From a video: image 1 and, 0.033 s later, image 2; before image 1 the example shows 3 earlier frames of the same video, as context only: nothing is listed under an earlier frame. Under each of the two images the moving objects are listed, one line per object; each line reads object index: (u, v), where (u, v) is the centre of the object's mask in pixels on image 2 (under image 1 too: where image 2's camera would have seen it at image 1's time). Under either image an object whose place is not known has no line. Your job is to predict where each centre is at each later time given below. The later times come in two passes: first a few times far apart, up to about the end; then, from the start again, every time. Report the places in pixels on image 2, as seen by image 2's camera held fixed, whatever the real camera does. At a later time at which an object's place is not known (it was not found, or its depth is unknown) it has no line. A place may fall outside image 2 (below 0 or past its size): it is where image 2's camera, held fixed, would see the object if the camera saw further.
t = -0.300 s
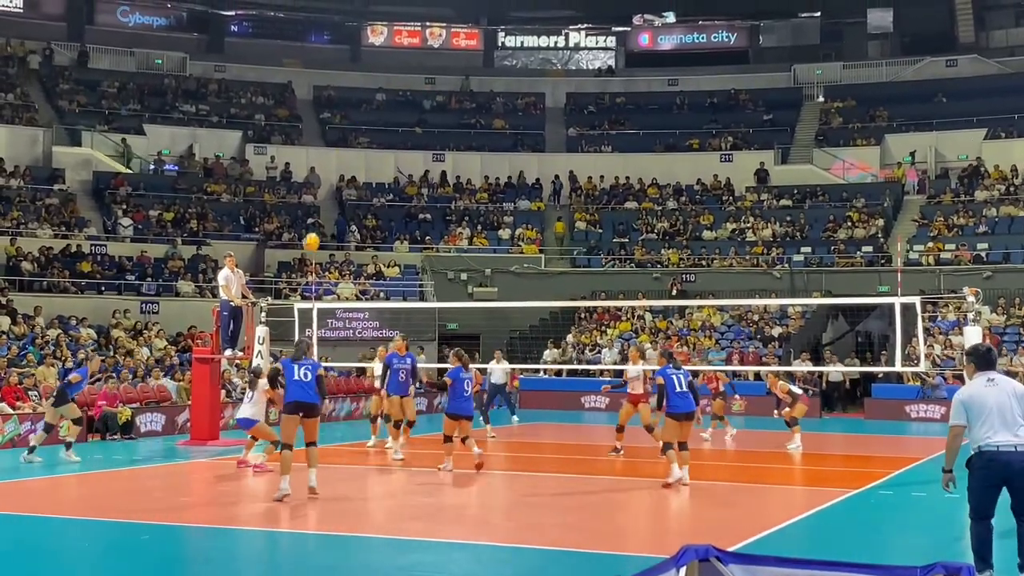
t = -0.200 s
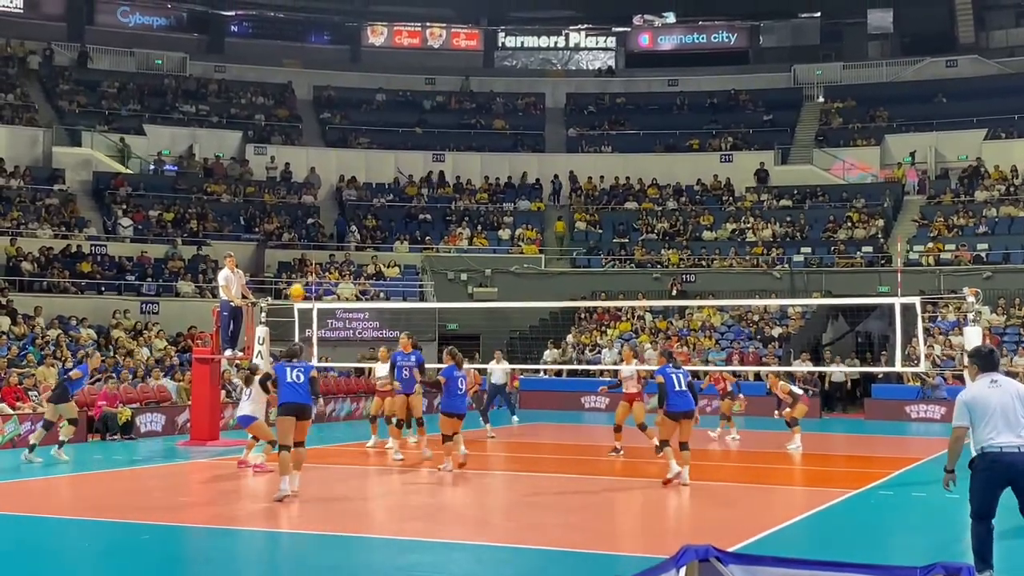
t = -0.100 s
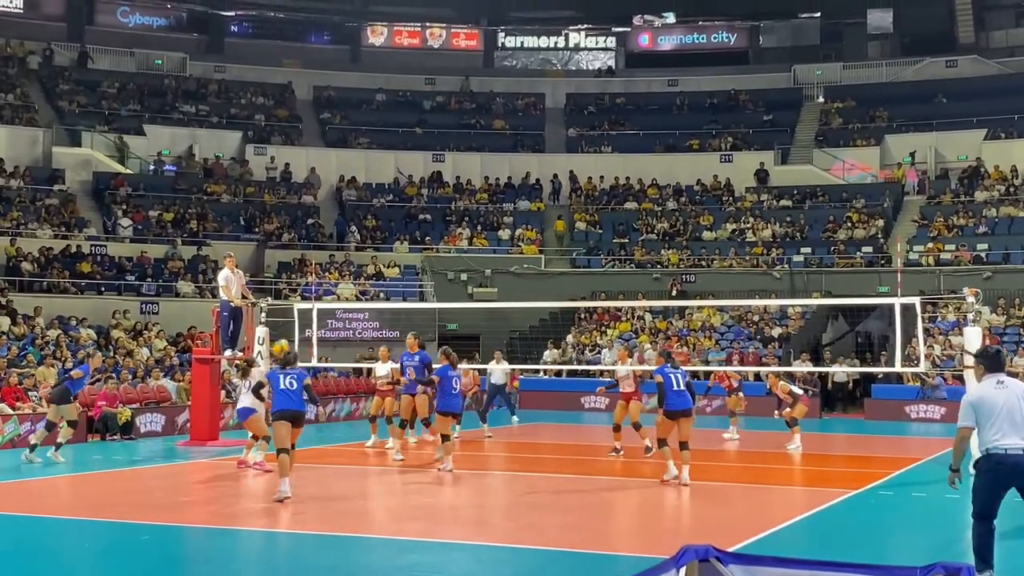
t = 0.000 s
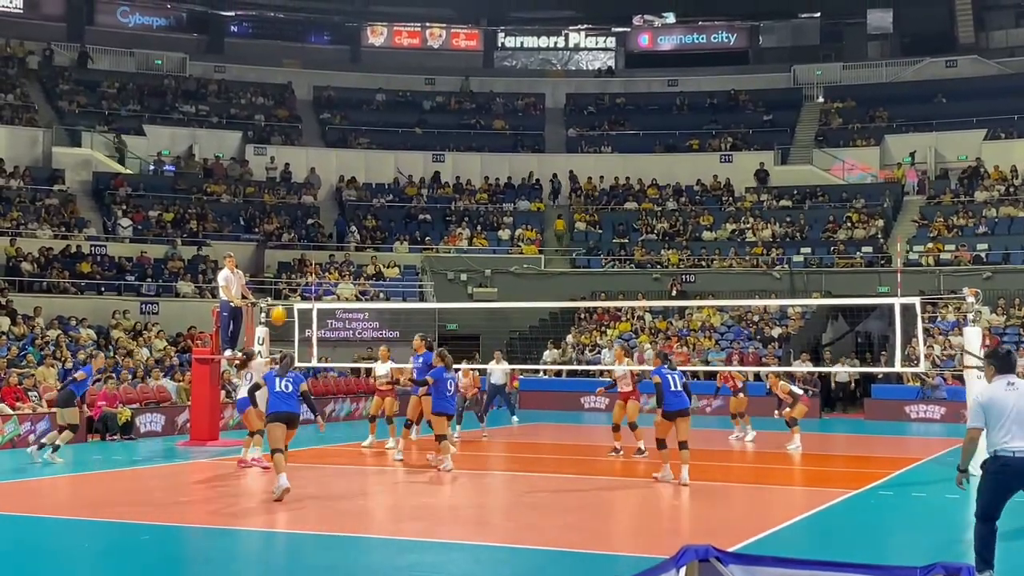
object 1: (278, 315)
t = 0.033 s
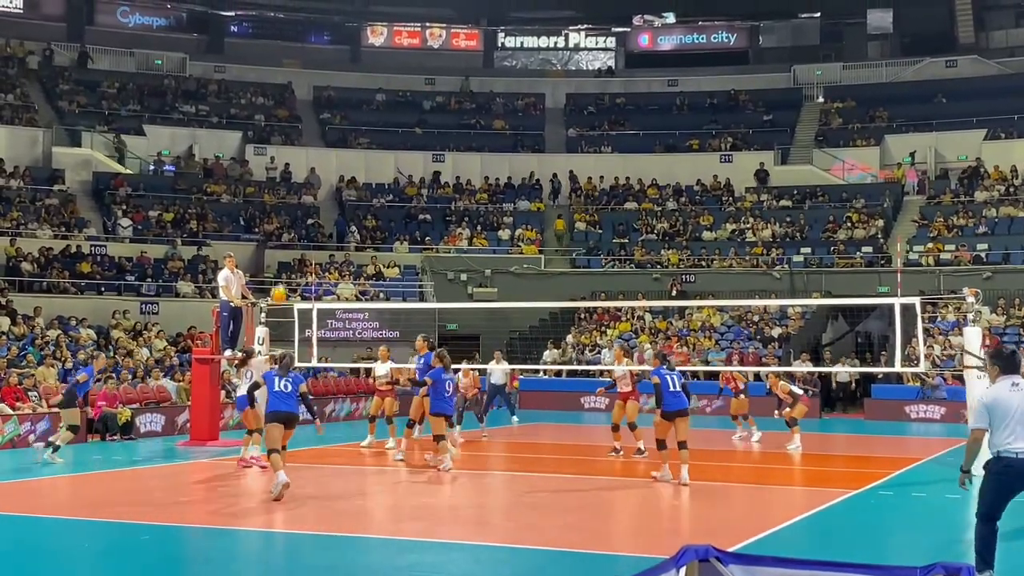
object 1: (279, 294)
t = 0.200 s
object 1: (281, 210)
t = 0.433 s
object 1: (282, 132)
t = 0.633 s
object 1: (283, 99)
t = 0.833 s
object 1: (284, 94)
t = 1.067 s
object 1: (284, 121)
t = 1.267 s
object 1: (284, 171)
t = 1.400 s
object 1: (283, 215)
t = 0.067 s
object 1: (279, 276)
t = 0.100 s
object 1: (280, 258)
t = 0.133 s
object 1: (280, 240)
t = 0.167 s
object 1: (280, 225)
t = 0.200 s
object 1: (281, 210)
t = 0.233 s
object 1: (281, 196)
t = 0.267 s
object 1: (282, 183)
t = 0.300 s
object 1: (282, 171)
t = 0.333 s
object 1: (282, 161)
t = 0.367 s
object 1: (282, 150)
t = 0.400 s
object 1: (282, 141)
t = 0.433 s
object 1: (282, 132)
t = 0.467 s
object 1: (283, 125)
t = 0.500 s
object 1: (283, 118)
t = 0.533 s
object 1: (283, 113)
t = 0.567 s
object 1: (283, 107)
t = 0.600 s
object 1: (283, 103)
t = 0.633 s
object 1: (283, 99)
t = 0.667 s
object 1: (284, 97)
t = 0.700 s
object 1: (284, 95)
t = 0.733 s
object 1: (284, 94)
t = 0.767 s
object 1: (284, 93)
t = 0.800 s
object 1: (284, 94)
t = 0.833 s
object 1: (284, 94)
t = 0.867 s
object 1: (284, 96)
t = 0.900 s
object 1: (284, 99)
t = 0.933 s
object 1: (284, 102)
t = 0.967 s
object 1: (284, 106)
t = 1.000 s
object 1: (284, 110)
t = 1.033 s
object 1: (284, 115)
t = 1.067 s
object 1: (284, 121)
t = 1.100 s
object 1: (284, 128)
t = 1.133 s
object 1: (284, 135)
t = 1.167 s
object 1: (284, 143)
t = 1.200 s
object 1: (284, 151)
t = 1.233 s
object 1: (284, 161)
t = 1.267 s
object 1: (284, 171)
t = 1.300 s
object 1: (284, 181)
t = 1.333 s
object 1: (284, 192)
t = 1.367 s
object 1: (284, 203)
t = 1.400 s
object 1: (283, 215)
